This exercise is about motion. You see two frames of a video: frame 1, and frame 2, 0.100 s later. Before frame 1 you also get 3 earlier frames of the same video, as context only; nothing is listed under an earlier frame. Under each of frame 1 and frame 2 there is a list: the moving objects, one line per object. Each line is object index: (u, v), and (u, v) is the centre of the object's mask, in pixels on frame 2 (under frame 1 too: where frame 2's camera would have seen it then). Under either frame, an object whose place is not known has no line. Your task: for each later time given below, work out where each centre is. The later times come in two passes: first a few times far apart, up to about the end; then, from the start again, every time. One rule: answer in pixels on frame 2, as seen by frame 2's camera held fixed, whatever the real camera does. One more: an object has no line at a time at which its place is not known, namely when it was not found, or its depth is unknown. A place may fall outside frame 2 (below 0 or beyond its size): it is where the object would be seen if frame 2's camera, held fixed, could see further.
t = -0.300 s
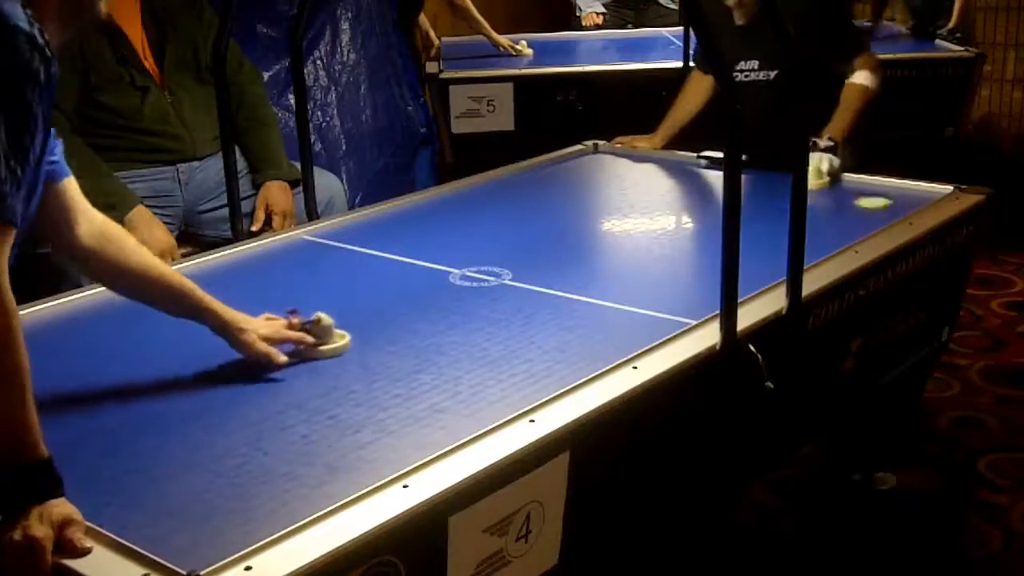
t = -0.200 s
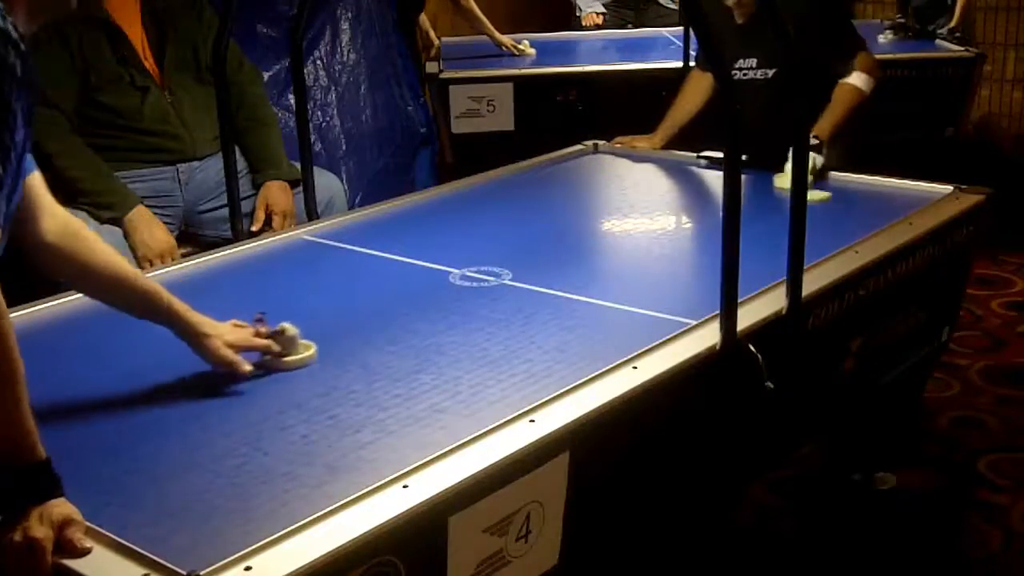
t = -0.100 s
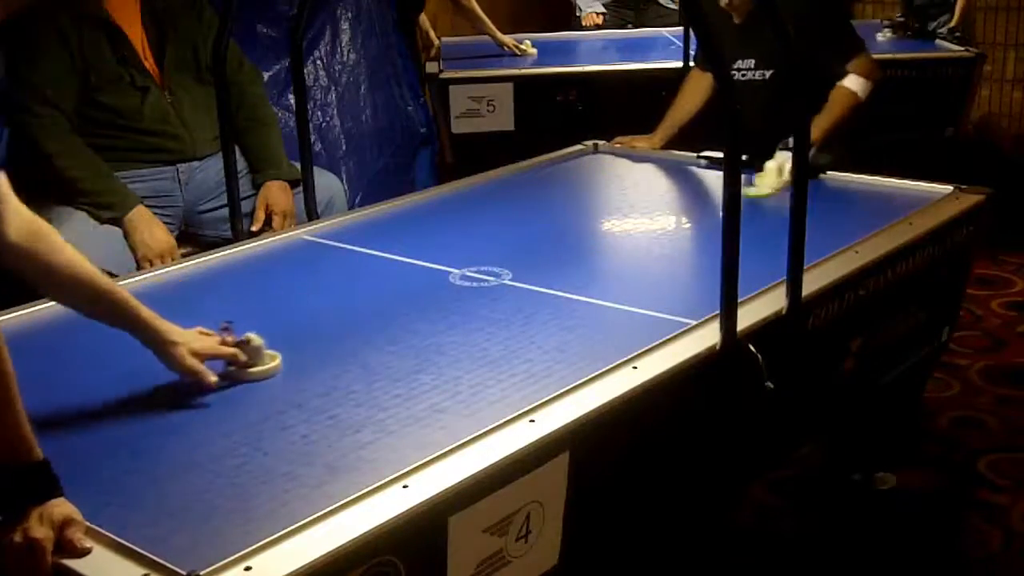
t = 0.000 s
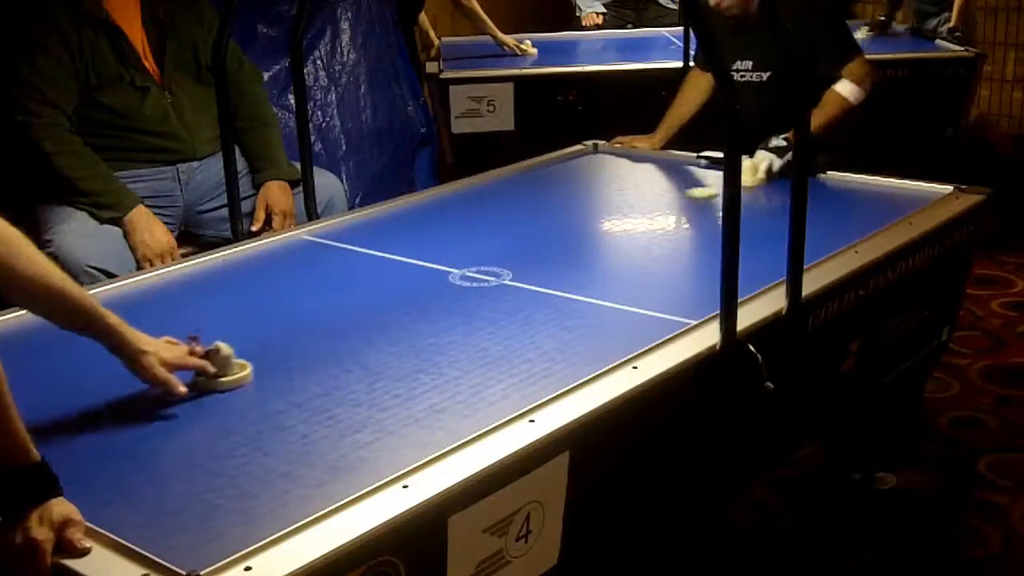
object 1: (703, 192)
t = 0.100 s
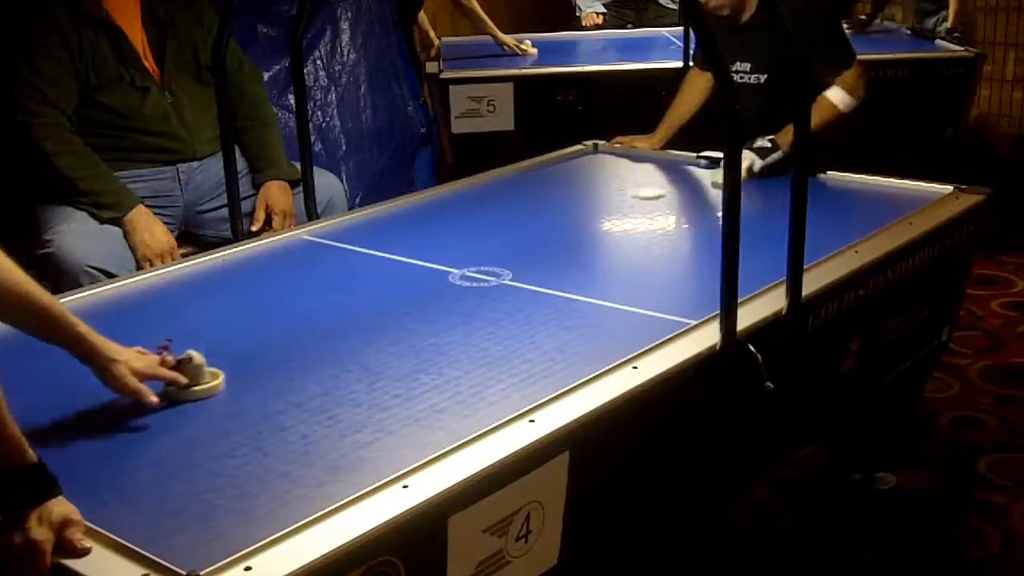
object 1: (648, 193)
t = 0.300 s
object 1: (541, 194)
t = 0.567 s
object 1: (476, 205)
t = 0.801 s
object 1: (517, 228)
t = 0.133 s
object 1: (630, 193)
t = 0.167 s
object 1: (611, 193)
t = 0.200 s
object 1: (595, 193)
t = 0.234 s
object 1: (576, 194)
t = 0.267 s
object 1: (558, 194)
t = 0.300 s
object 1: (541, 194)
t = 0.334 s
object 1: (523, 194)
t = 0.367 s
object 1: (506, 195)
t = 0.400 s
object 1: (489, 195)
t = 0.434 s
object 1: (471, 195)
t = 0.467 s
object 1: (459, 196)
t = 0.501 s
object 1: (465, 199)
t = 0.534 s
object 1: (471, 202)
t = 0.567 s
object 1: (476, 205)
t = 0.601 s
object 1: (482, 208)
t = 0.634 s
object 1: (487, 211)
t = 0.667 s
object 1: (493, 214)
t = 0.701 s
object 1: (499, 218)
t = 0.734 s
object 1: (504, 221)
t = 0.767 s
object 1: (510, 224)
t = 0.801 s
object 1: (517, 228)
